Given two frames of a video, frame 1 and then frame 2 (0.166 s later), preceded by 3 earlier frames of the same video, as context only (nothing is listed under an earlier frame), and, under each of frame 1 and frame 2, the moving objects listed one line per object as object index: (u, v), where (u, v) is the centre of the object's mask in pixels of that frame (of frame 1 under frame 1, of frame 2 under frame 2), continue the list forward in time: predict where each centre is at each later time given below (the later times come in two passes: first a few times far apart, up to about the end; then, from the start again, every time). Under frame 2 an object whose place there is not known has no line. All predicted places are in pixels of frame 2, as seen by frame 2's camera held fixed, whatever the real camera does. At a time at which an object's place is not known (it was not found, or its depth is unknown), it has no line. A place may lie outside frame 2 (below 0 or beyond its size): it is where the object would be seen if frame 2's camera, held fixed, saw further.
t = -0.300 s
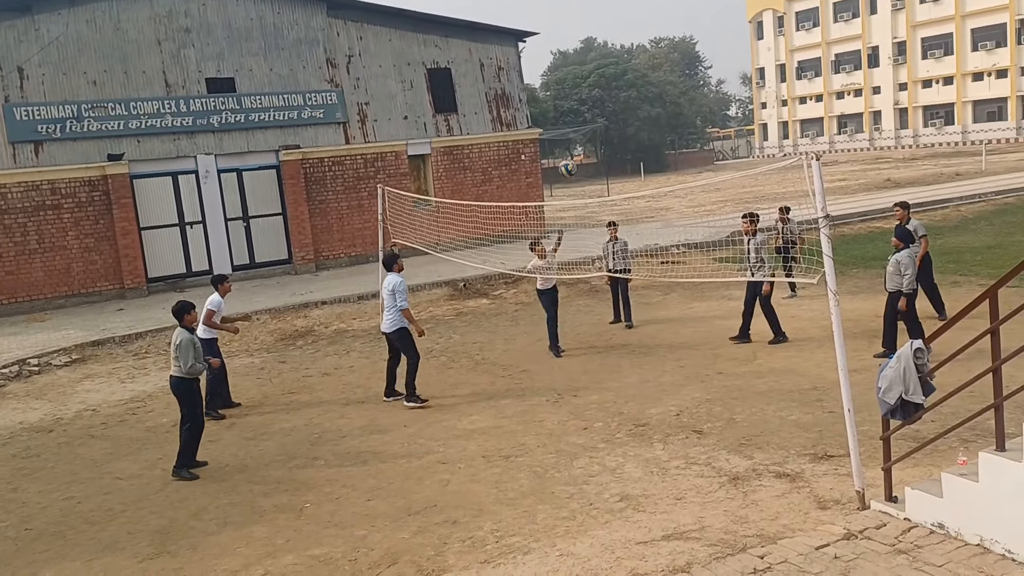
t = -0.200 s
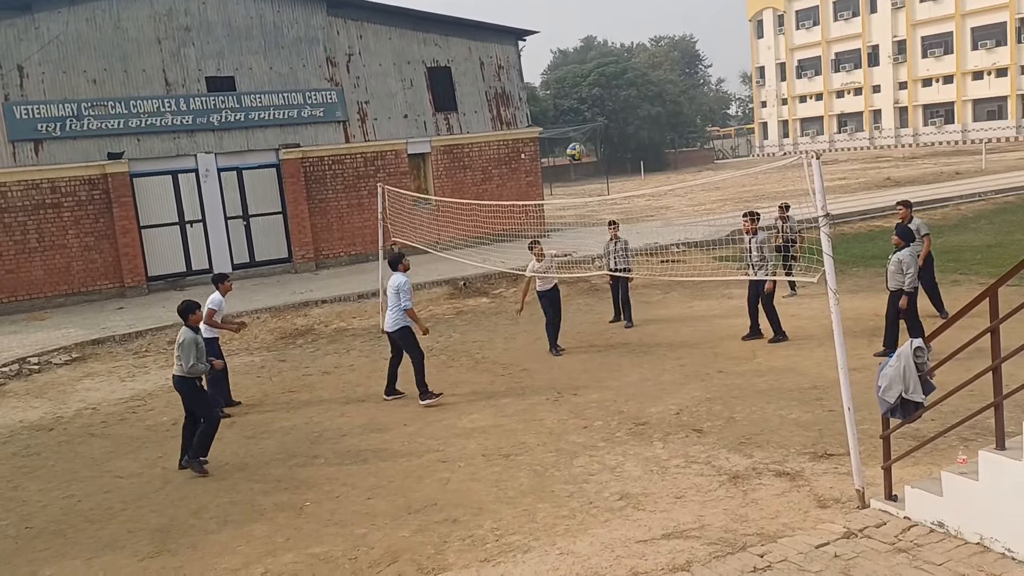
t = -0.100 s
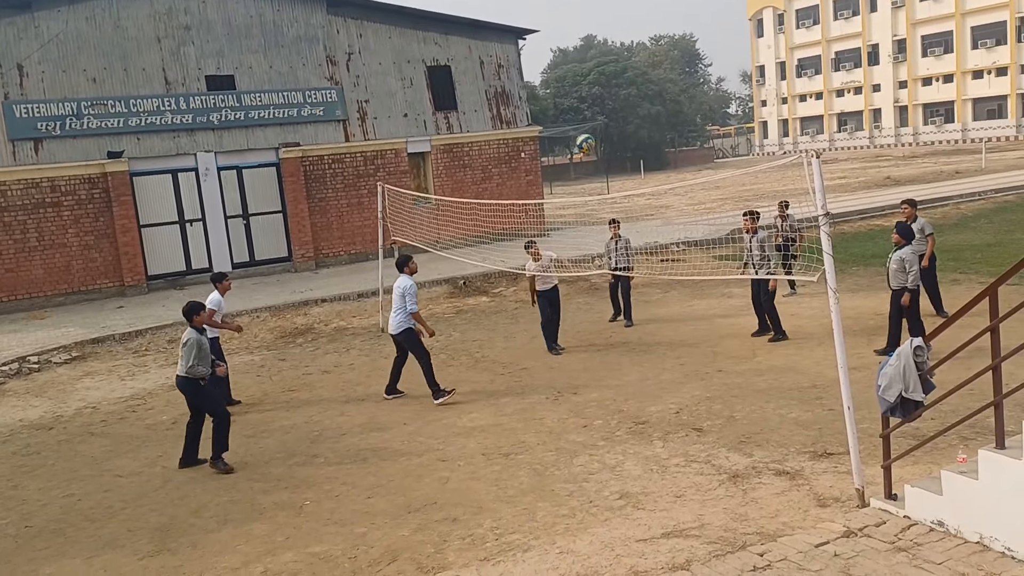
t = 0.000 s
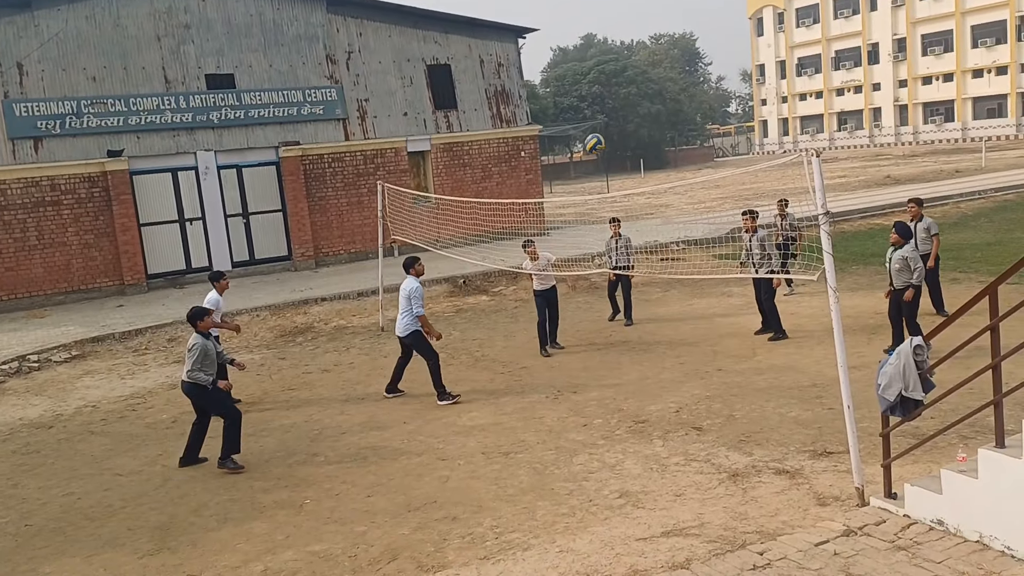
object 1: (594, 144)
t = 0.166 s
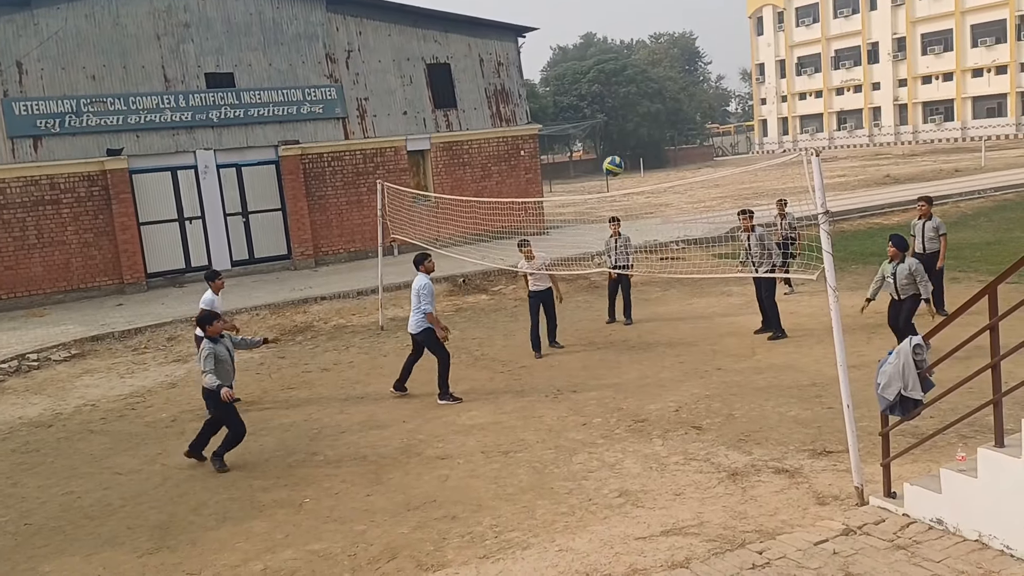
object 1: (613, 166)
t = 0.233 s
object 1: (622, 182)
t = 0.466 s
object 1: (655, 286)
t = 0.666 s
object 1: (688, 430)
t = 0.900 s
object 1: (698, 330)
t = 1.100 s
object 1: (711, 274)
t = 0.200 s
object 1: (617, 174)
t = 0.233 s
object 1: (622, 182)
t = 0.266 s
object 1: (626, 195)
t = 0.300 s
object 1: (631, 206)
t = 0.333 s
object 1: (635, 220)
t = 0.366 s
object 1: (640, 234)
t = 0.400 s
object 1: (643, 250)
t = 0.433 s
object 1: (649, 267)
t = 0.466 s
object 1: (655, 286)
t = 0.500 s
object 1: (660, 306)
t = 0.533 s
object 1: (665, 327)
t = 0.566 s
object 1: (671, 351)
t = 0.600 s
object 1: (677, 375)
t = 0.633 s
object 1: (683, 402)
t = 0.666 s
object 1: (688, 430)
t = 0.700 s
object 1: (690, 424)
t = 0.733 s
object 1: (692, 406)
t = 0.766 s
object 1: (693, 390)
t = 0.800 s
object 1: (694, 374)
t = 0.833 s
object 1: (695, 358)
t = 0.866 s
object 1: (697, 344)
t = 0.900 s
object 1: (698, 330)
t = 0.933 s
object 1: (700, 318)
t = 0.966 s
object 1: (703, 307)
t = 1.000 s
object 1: (704, 297)
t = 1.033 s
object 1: (706, 288)
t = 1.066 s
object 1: (709, 280)
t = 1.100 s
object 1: (711, 274)
